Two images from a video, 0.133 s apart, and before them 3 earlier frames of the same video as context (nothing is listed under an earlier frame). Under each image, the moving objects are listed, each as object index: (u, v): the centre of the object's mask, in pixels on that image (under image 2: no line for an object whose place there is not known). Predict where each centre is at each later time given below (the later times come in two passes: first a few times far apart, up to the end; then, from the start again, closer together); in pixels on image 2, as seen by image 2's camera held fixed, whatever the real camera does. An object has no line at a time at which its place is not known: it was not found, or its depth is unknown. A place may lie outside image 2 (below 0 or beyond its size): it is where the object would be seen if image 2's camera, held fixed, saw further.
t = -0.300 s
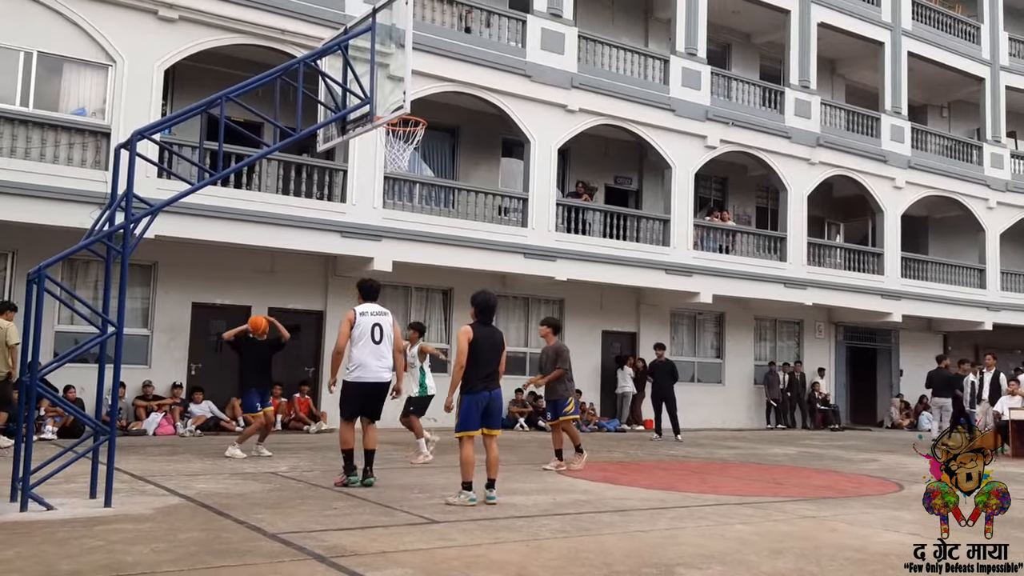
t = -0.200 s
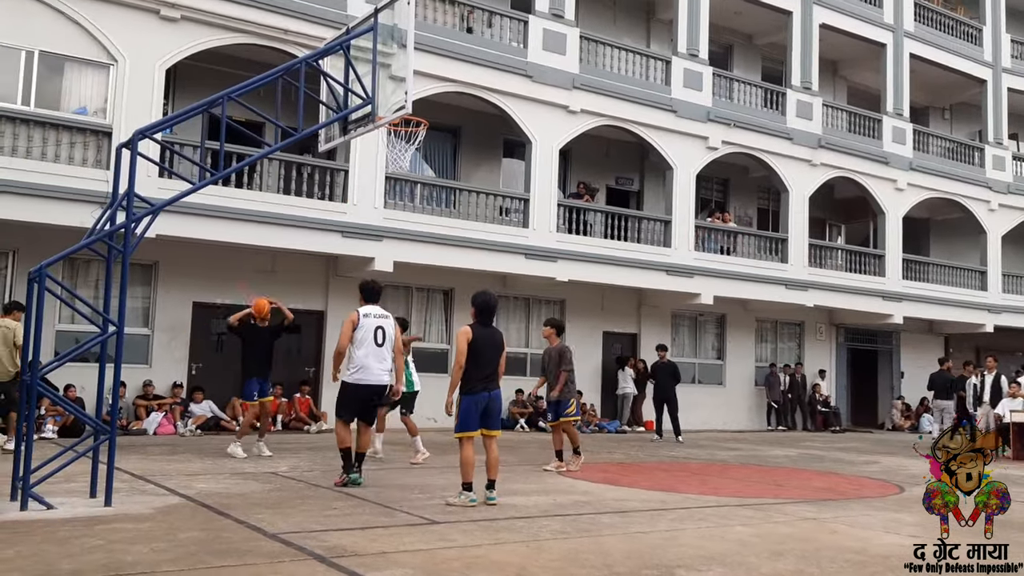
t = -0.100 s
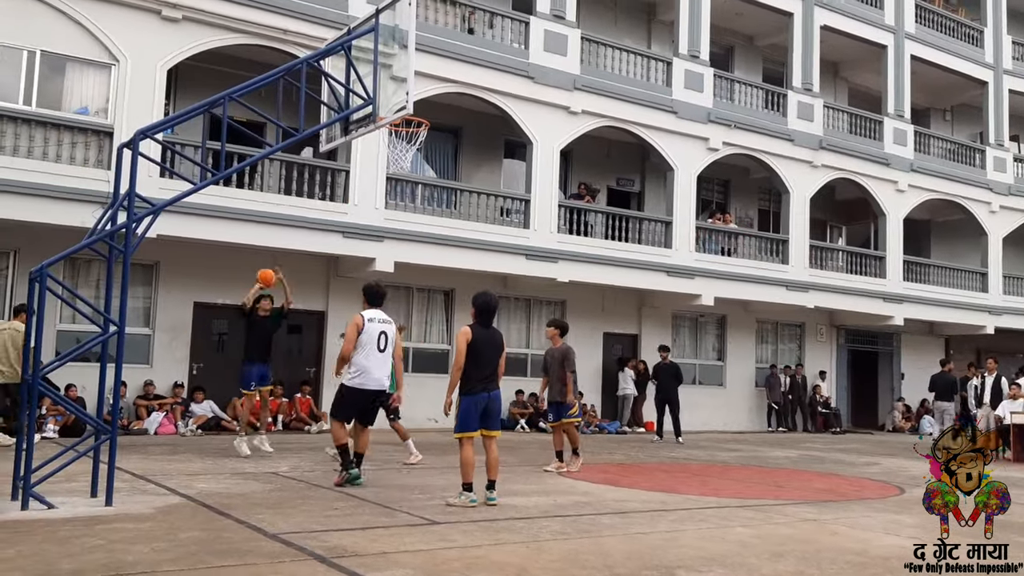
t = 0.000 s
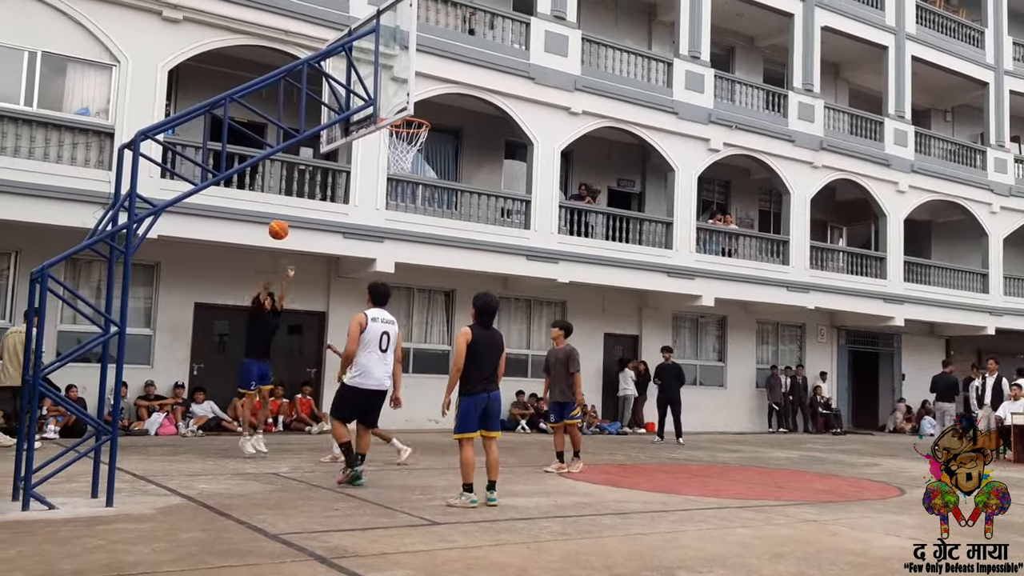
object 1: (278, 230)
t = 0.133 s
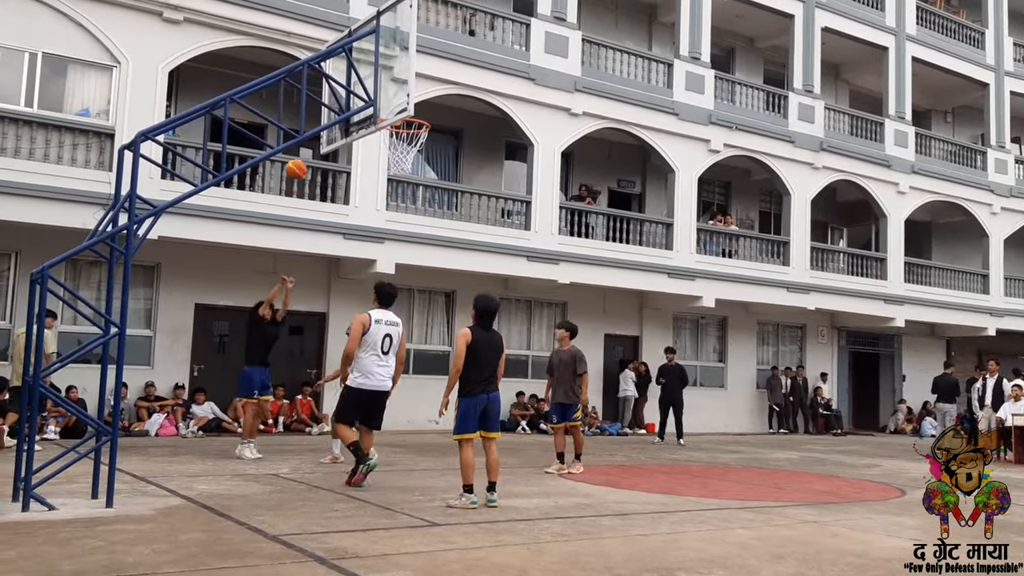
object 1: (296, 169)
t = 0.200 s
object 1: (306, 146)
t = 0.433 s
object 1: (338, 72)
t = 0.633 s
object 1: (363, 50)
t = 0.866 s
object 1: (396, 62)
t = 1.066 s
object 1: (423, 110)
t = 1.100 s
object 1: (419, 105)
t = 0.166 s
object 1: (300, 156)
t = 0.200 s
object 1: (306, 146)
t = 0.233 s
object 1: (311, 129)
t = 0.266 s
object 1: (313, 118)
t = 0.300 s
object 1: (314, 110)
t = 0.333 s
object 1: (318, 95)
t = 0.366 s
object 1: (319, 88)
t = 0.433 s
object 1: (338, 72)
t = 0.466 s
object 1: (338, 67)
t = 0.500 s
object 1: (340, 63)
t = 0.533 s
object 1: (348, 58)
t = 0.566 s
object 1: (358, 53)
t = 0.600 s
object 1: (360, 51)
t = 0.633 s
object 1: (363, 50)
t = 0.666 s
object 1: (365, 48)
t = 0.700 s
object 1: (368, 48)
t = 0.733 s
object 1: (375, 47)
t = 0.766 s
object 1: (383, 49)
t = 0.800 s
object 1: (388, 52)
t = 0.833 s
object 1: (391, 57)
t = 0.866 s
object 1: (396, 62)
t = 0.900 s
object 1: (399, 69)
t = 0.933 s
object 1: (401, 78)
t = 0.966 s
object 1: (415, 86)
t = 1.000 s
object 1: (418, 98)
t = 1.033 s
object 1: (424, 109)
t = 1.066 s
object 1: (423, 110)
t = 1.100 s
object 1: (419, 105)
